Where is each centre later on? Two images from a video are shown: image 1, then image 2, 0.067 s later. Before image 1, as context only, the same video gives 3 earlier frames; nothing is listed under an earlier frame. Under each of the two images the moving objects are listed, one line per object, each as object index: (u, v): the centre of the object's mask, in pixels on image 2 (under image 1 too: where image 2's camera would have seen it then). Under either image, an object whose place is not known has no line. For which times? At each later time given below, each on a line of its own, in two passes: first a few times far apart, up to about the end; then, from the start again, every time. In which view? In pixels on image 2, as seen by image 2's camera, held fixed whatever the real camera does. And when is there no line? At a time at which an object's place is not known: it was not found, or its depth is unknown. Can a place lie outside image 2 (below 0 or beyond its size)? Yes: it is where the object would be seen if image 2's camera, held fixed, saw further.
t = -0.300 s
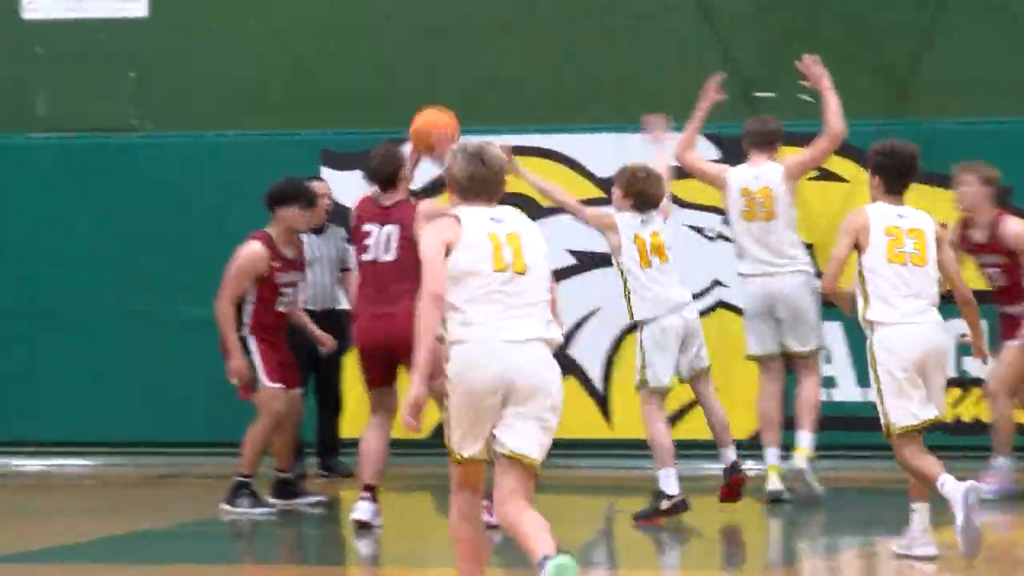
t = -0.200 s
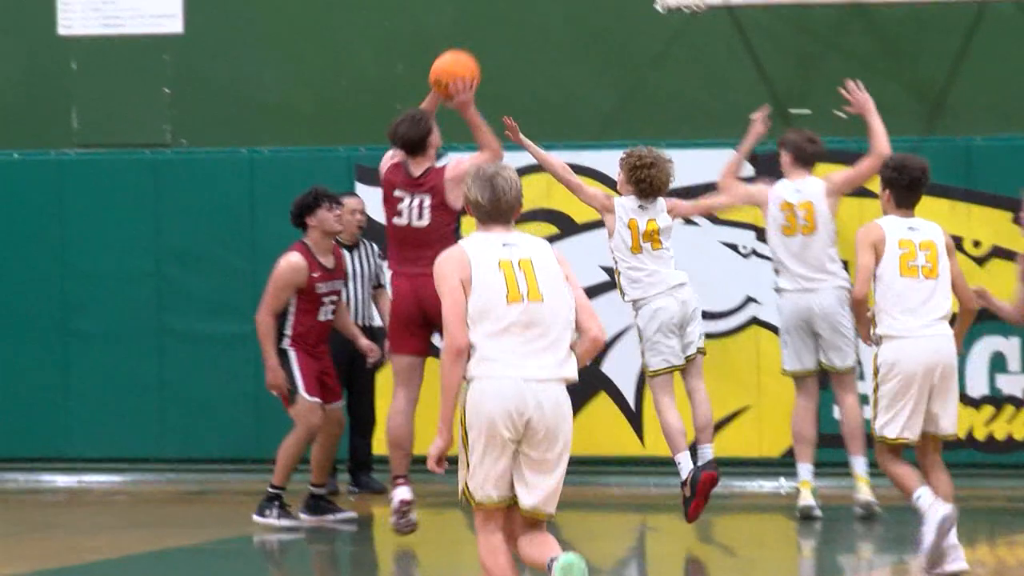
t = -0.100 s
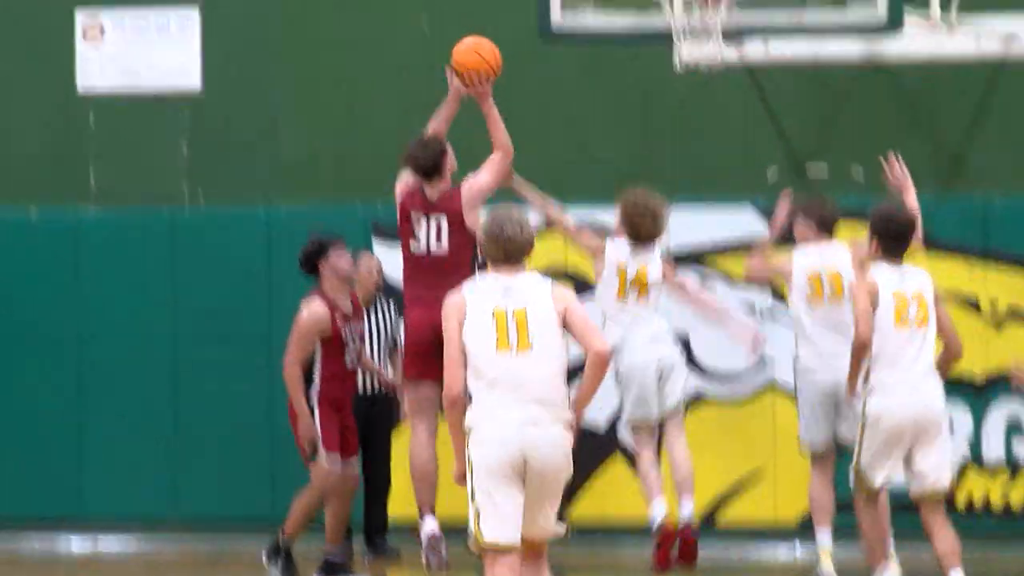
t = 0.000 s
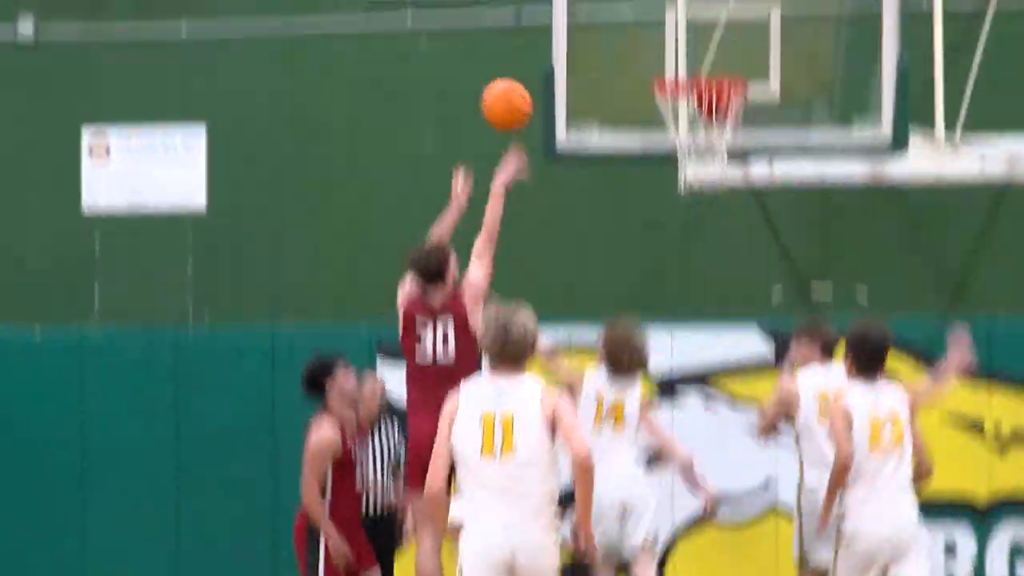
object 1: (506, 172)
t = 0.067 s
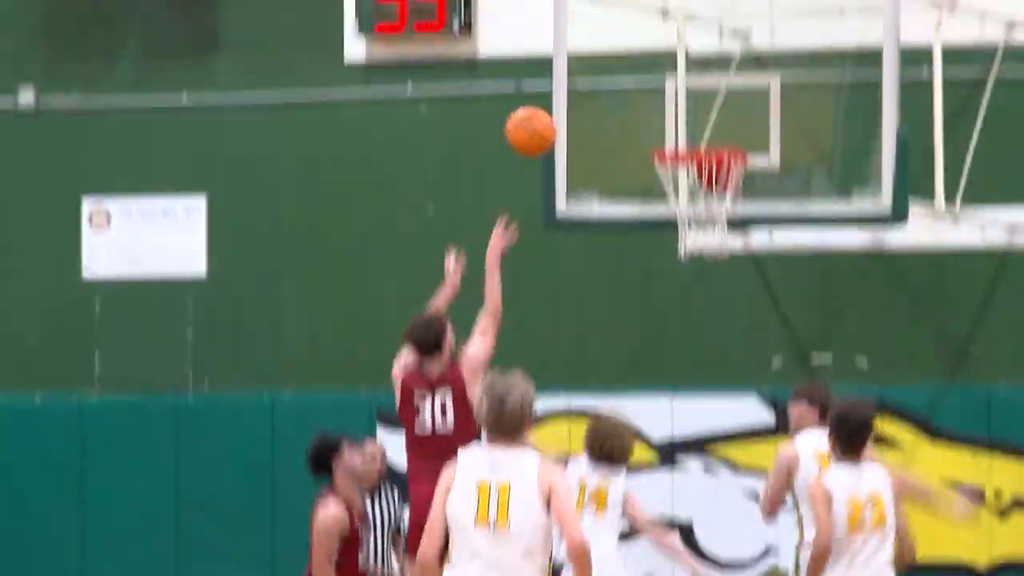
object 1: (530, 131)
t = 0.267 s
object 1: (601, 67)
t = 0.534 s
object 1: (687, 100)
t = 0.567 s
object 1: (698, 114)
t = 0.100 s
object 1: (542, 115)
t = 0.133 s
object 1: (554, 101)
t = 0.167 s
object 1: (566, 90)
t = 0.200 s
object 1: (577, 79)
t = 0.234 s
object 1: (589, 72)
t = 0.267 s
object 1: (601, 67)
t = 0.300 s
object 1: (612, 64)
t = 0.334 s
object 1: (622, 63)
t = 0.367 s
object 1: (633, 64)
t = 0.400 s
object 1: (644, 67)
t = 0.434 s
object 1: (655, 72)
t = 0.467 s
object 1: (665, 79)
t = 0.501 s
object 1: (676, 89)
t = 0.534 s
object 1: (687, 100)
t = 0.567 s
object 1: (698, 114)
